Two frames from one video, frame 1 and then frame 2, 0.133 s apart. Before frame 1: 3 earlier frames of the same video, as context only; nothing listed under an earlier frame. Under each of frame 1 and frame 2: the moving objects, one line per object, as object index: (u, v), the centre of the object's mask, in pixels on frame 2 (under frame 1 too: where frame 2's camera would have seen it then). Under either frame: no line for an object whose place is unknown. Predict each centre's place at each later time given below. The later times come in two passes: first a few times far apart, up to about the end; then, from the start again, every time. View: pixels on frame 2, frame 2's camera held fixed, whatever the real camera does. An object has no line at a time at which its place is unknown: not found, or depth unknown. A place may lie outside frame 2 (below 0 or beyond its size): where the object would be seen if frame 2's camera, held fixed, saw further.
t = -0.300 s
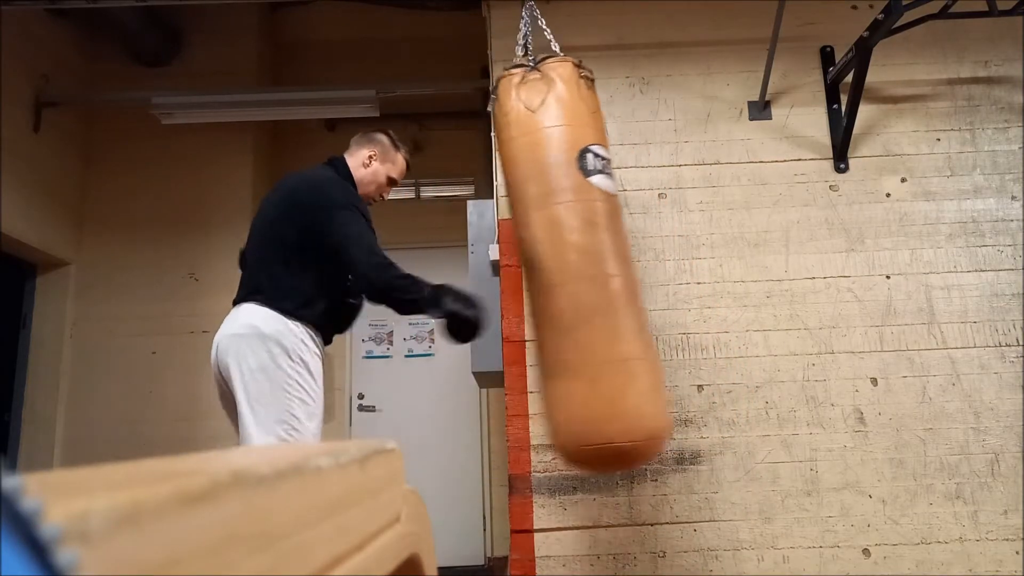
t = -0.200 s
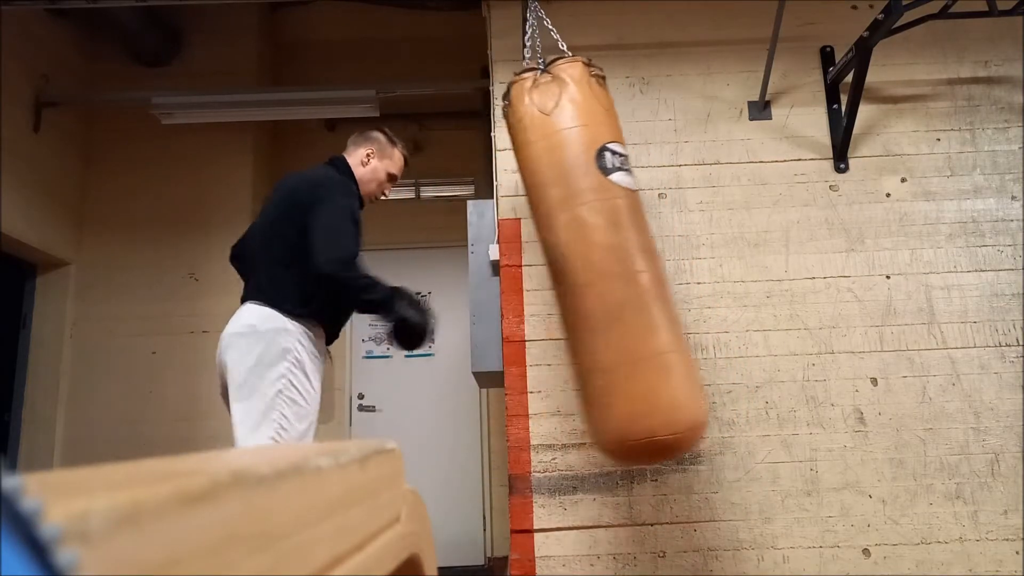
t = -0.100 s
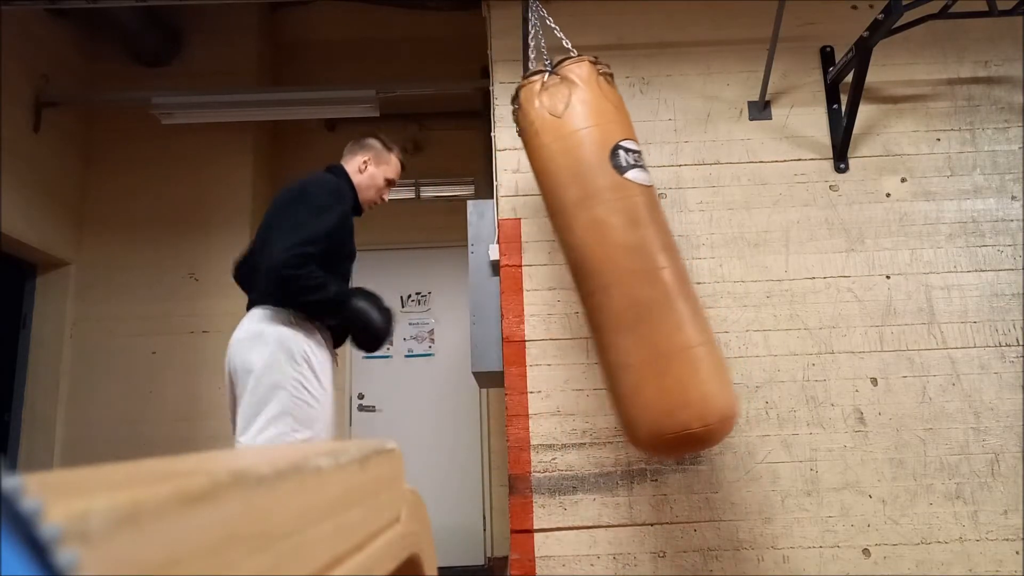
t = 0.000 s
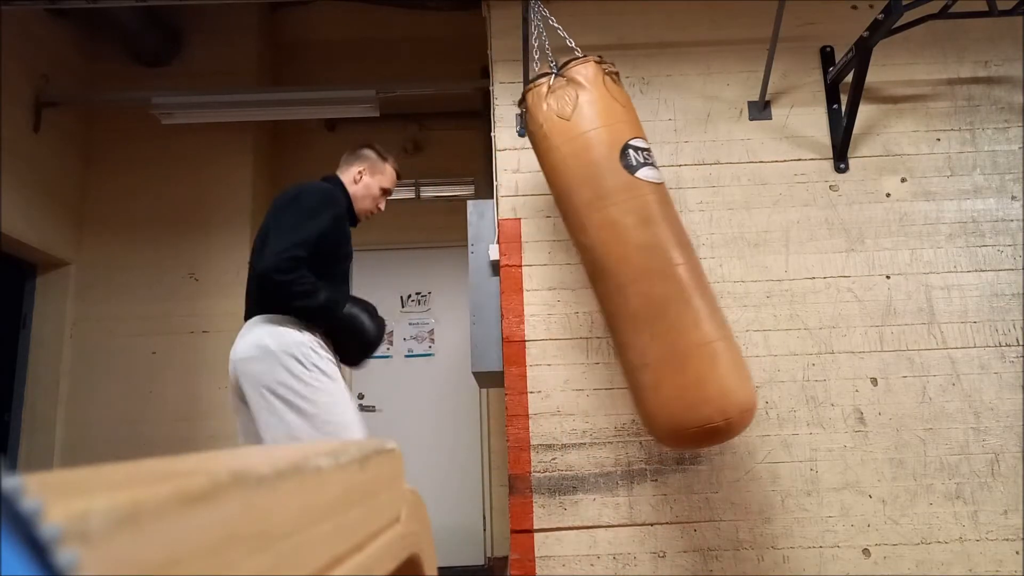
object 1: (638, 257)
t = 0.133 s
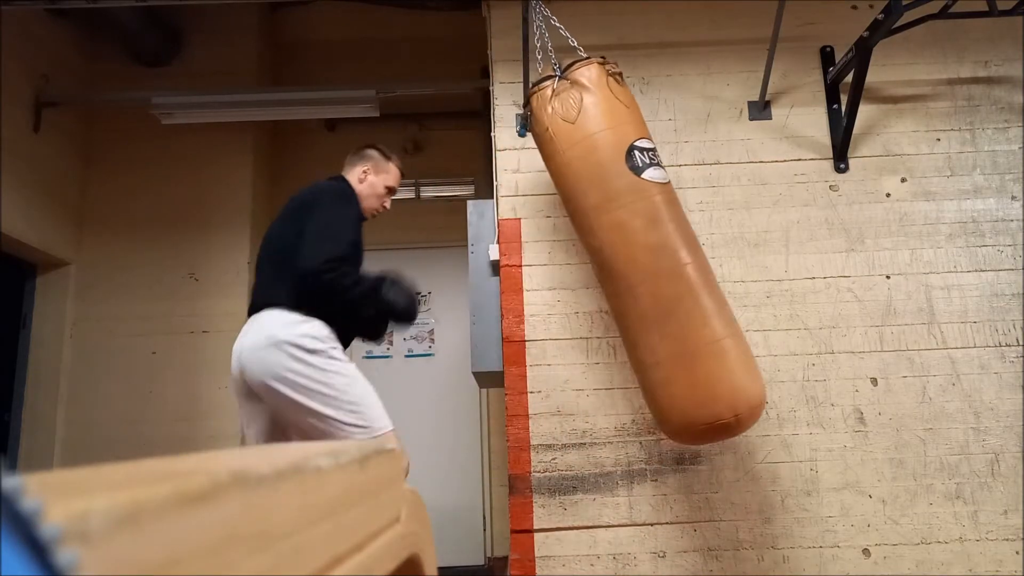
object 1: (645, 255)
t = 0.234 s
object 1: (643, 256)
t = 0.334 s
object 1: (634, 258)
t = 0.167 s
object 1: (645, 255)
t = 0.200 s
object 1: (645, 255)
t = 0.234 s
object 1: (643, 256)
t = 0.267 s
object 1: (641, 257)
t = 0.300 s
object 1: (638, 258)
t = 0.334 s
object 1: (634, 258)
